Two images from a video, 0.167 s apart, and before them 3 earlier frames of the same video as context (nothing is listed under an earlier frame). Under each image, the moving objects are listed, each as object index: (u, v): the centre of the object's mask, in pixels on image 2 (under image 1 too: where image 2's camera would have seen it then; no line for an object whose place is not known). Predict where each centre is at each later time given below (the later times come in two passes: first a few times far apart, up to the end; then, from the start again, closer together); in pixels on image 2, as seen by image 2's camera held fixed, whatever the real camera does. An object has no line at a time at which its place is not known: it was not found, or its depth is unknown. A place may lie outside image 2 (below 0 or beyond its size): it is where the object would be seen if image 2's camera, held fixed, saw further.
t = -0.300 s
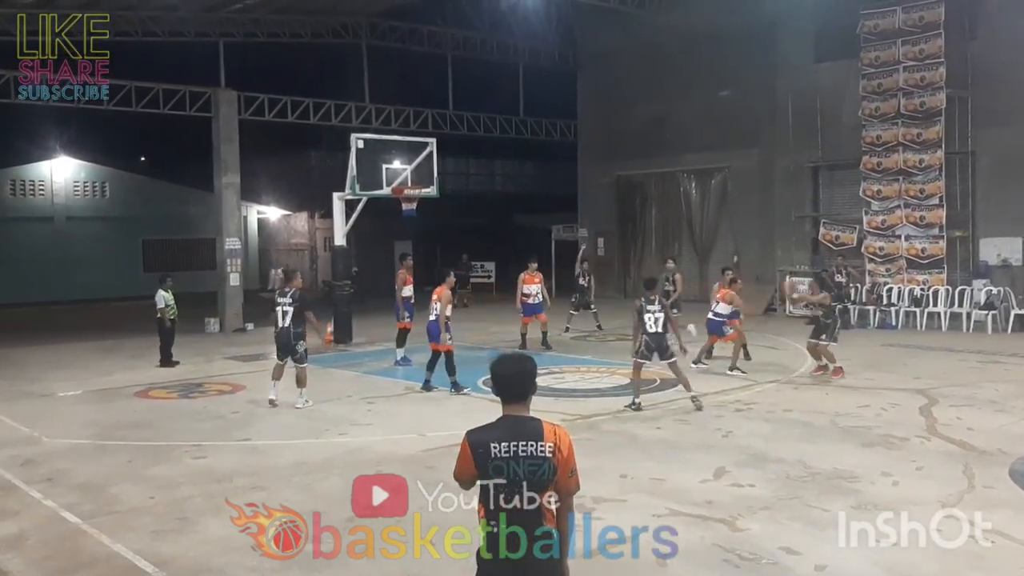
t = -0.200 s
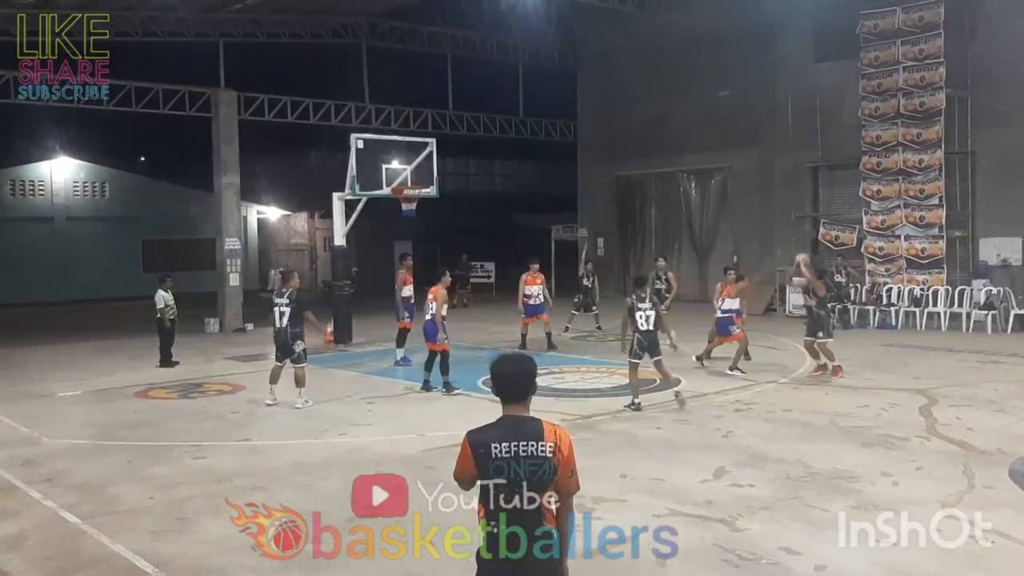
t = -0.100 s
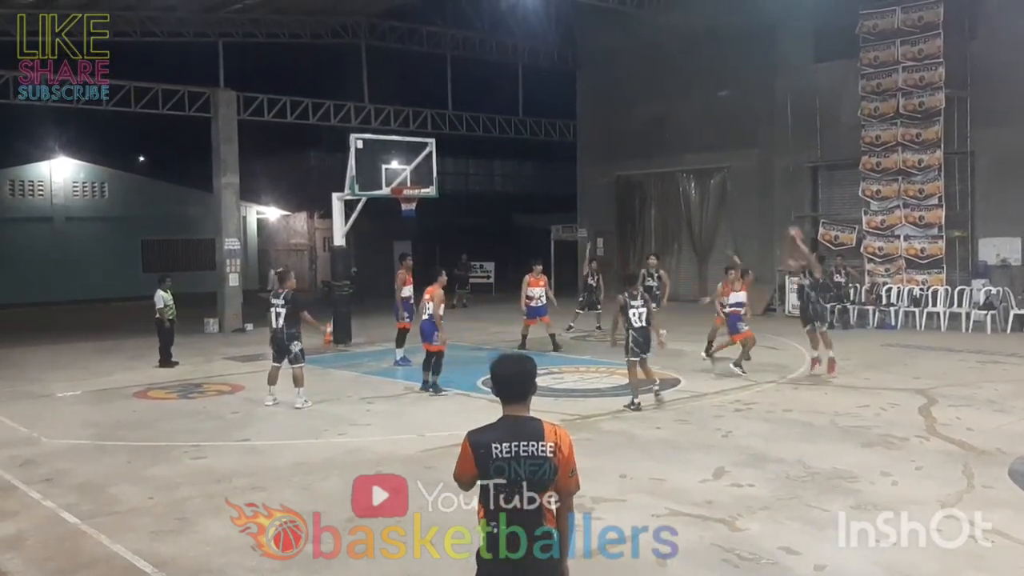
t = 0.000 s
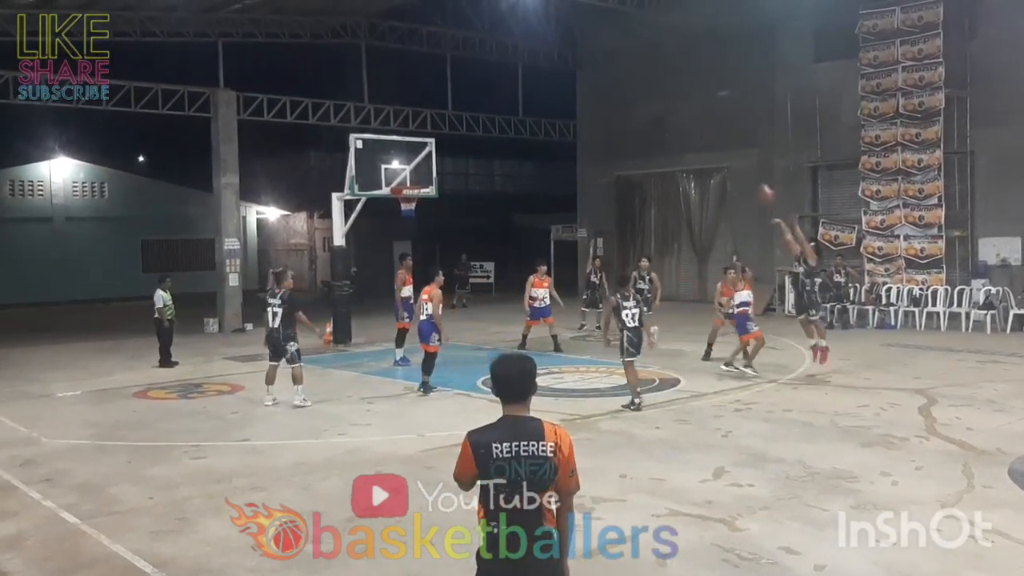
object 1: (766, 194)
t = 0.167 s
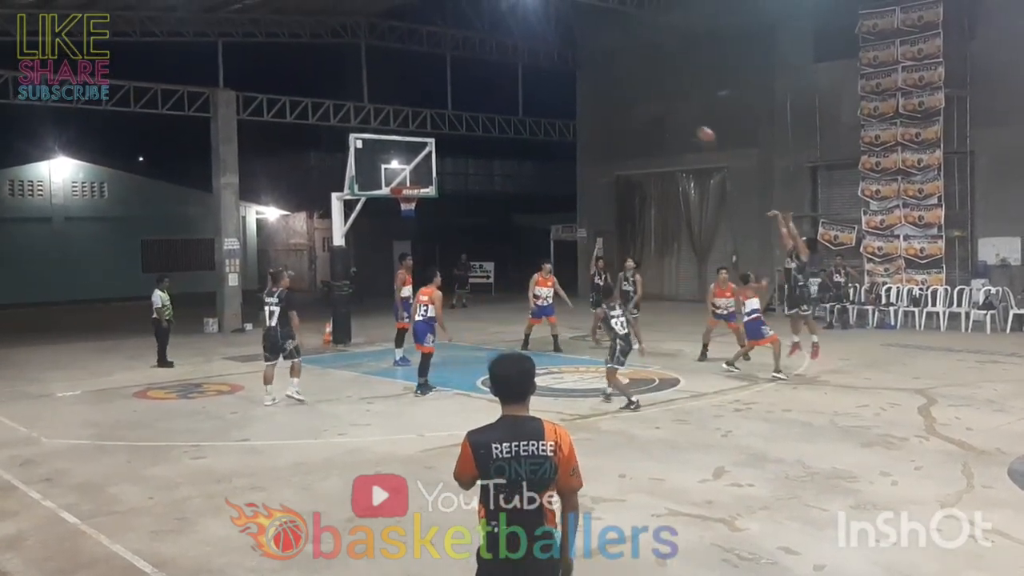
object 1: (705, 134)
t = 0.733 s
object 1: (532, 78)
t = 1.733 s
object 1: (472, 176)
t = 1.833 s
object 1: (487, 192)
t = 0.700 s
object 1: (541, 76)
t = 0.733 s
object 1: (532, 78)
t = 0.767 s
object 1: (522, 81)
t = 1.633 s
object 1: (458, 167)
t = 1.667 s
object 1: (462, 170)
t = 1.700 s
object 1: (467, 173)
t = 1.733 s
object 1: (472, 176)
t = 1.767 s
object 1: (478, 181)
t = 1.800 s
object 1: (483, 186)
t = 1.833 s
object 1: (487, 192)
